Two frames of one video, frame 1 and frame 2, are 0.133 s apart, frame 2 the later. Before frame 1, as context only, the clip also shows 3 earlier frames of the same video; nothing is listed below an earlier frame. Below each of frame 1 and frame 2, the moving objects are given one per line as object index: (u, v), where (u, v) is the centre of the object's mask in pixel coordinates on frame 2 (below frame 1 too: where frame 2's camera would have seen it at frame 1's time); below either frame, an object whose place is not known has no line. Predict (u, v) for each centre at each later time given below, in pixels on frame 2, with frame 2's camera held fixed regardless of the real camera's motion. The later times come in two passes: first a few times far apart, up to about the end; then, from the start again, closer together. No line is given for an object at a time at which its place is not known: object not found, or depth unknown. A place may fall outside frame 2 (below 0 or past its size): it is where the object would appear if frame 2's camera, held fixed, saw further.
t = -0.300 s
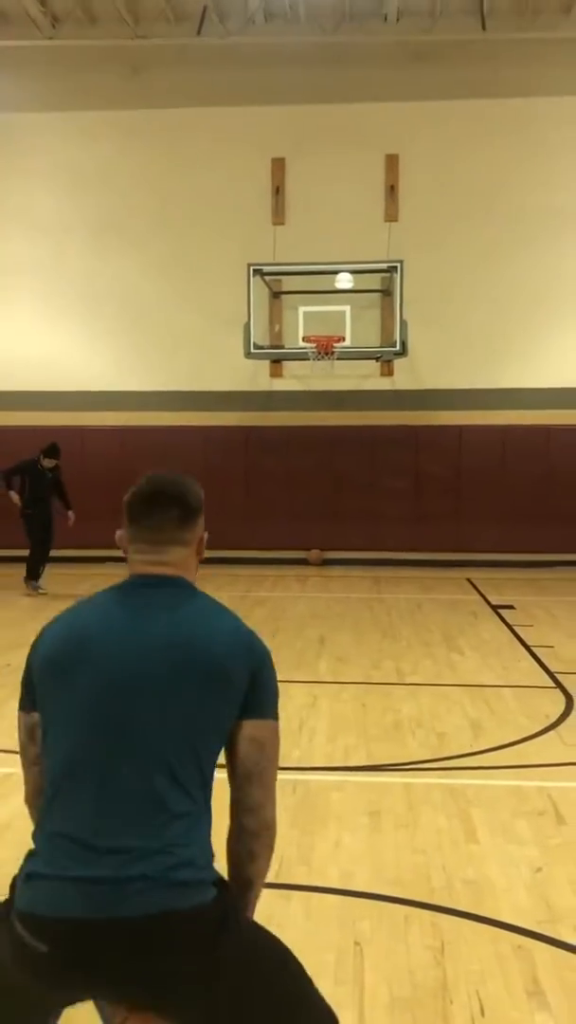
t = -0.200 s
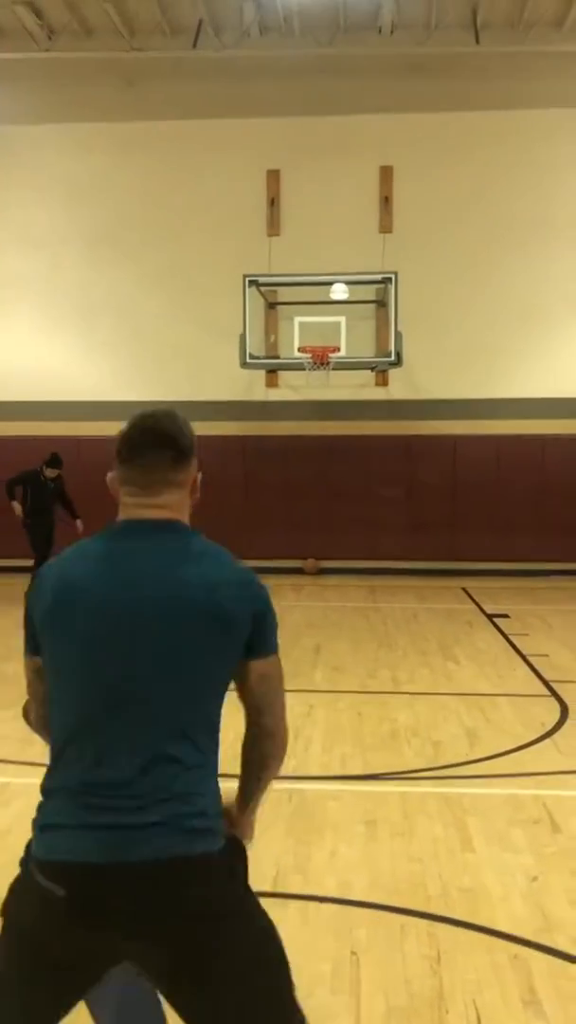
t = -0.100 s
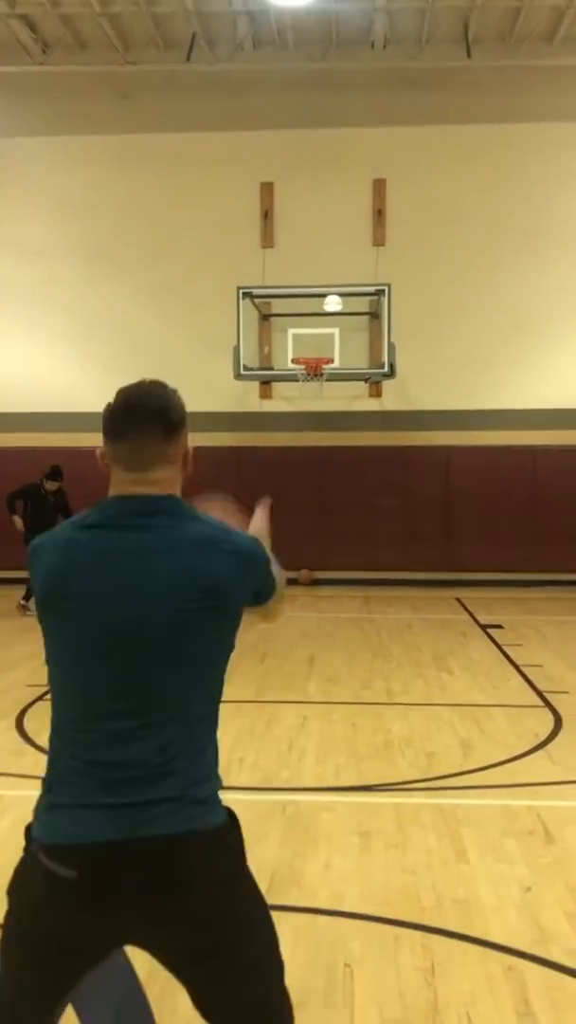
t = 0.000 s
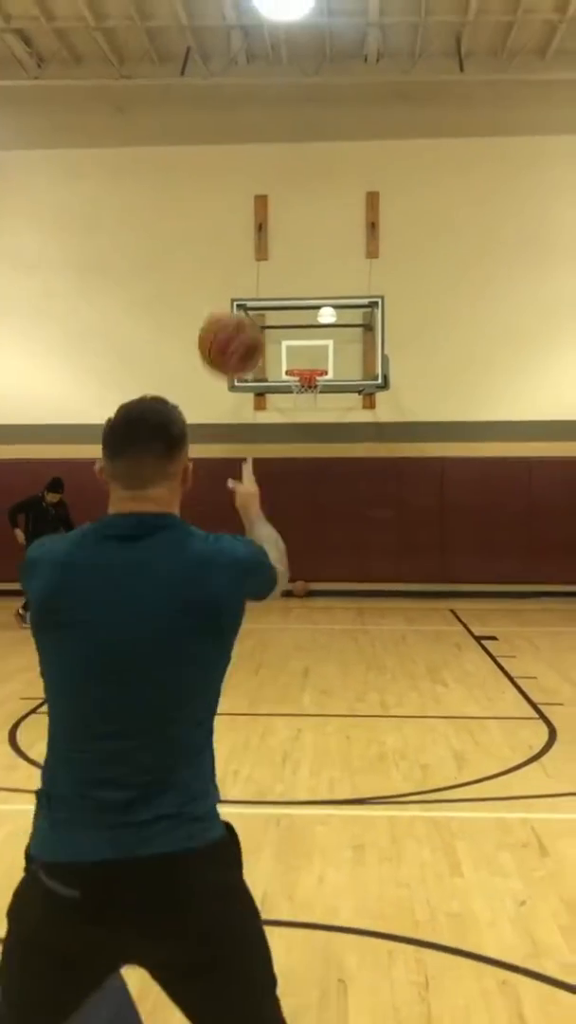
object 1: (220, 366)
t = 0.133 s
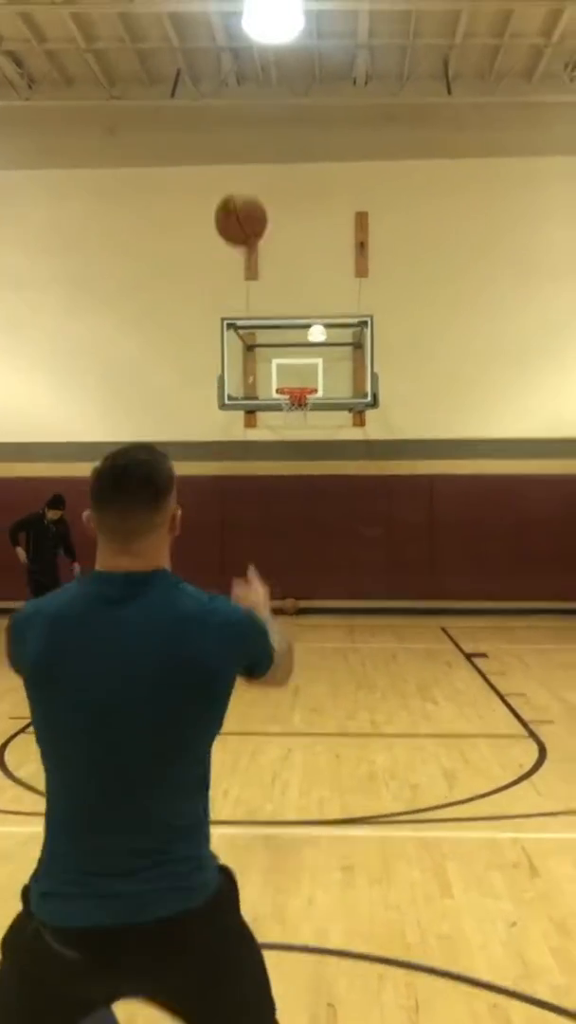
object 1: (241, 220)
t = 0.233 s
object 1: (251, 165)
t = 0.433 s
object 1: (266, 131)
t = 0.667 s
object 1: (279, 162)
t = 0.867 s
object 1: (288, 224)
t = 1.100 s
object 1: (296, 318)
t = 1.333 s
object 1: (293, 403)
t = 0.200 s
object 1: (248, 180)
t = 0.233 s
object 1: (251, 165)
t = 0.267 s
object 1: (254, 152)
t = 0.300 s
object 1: (256, 143)
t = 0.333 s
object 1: (259, 137)
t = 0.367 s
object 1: (261, 133)
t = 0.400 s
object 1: (264, 131)
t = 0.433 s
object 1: (266, 131)
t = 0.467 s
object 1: (268, 132)
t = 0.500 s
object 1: (270, 134)
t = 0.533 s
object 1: (273, 137)
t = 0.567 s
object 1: (274, 142)
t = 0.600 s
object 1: (276, 147)
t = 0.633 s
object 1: (277, 154)
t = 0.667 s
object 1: (279, 162)
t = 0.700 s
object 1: (281, 171)
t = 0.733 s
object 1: (282, 181)
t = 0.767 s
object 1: (284, 190)
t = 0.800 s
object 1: (285, 201)
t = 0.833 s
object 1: (286, 212)
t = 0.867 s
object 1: (288, 224)
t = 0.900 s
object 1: (288, 237)
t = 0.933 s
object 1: (290, 250)
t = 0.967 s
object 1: (291, 264)
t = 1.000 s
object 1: (292, 277)
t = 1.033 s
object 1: (293, 290)
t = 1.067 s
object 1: (294, 303)
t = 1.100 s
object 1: (296, 318)
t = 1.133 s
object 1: (296, 333)
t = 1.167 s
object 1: (297, 349)
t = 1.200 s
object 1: (298, 364)
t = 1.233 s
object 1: (298, 373)
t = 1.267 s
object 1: (298, 381)
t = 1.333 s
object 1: (293, 403)
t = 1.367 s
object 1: (289, 413)
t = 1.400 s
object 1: (286, 418)
